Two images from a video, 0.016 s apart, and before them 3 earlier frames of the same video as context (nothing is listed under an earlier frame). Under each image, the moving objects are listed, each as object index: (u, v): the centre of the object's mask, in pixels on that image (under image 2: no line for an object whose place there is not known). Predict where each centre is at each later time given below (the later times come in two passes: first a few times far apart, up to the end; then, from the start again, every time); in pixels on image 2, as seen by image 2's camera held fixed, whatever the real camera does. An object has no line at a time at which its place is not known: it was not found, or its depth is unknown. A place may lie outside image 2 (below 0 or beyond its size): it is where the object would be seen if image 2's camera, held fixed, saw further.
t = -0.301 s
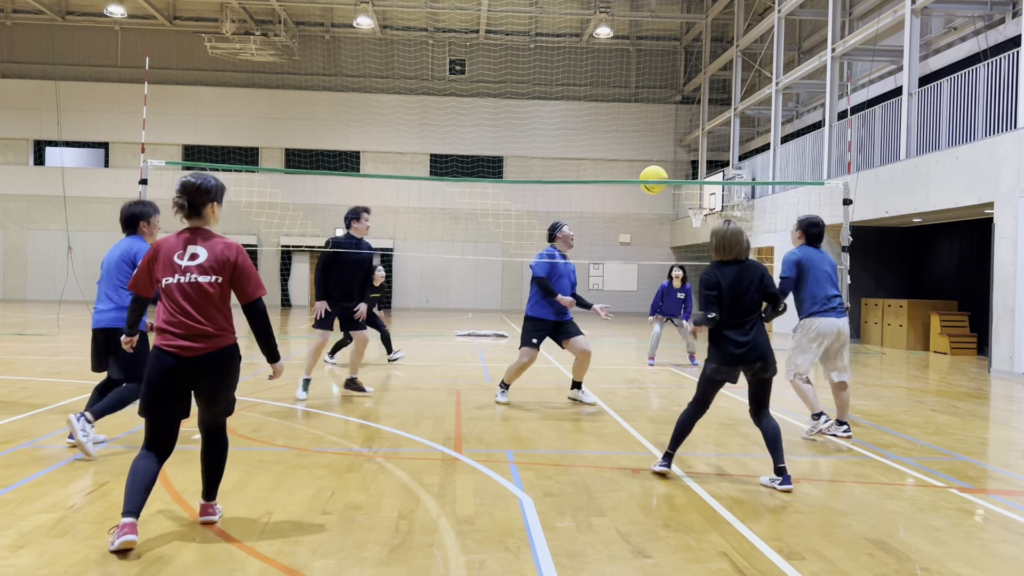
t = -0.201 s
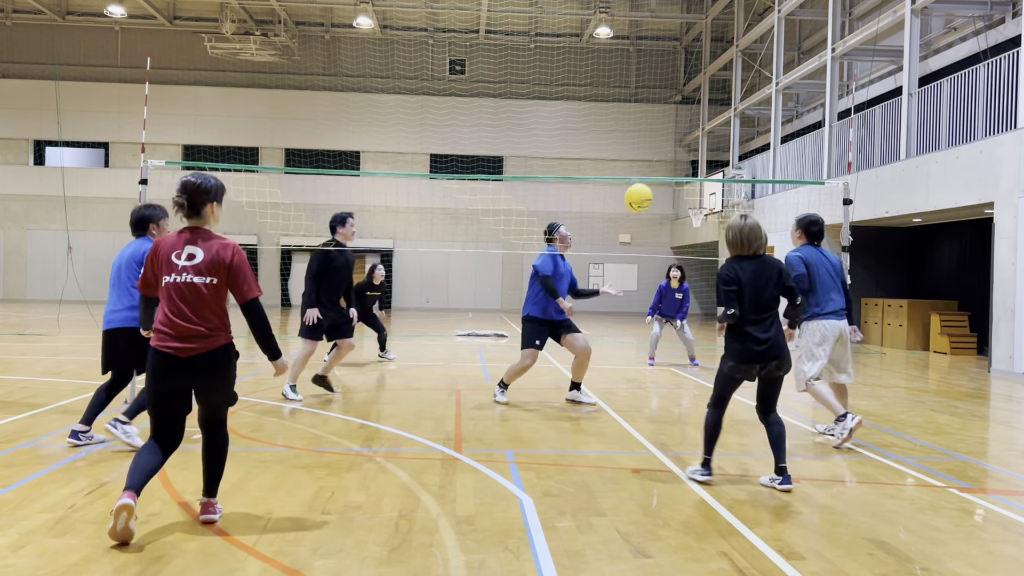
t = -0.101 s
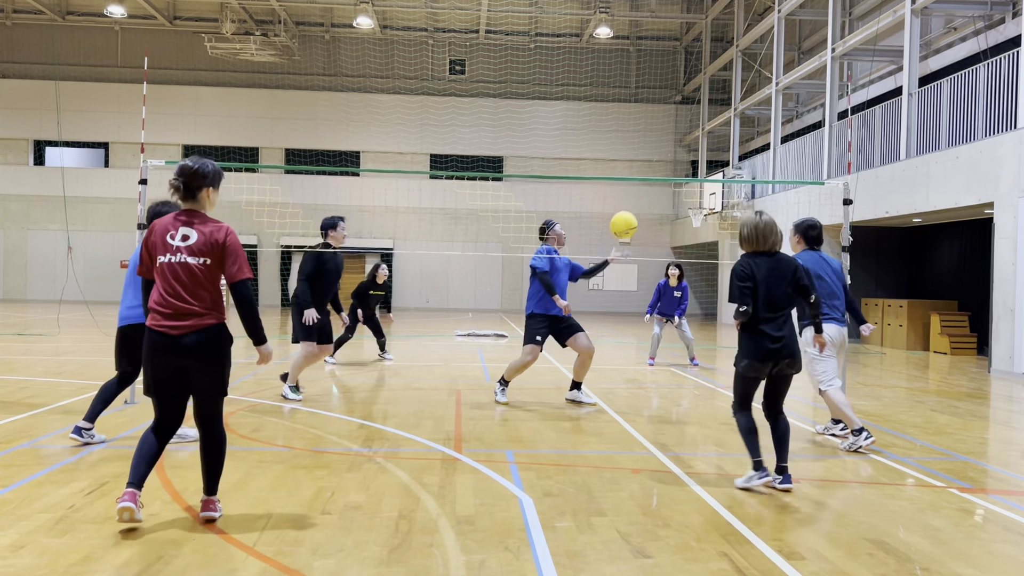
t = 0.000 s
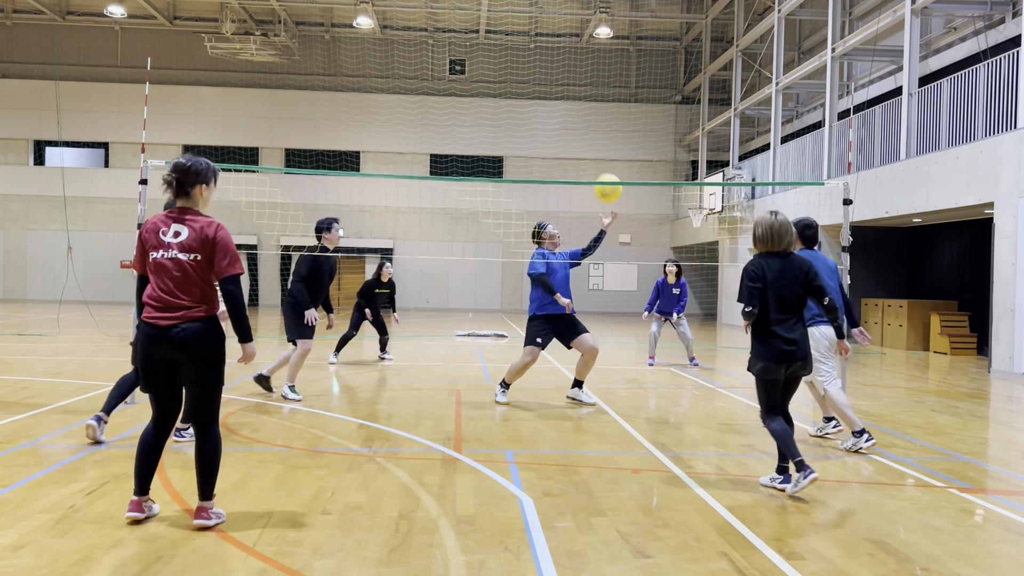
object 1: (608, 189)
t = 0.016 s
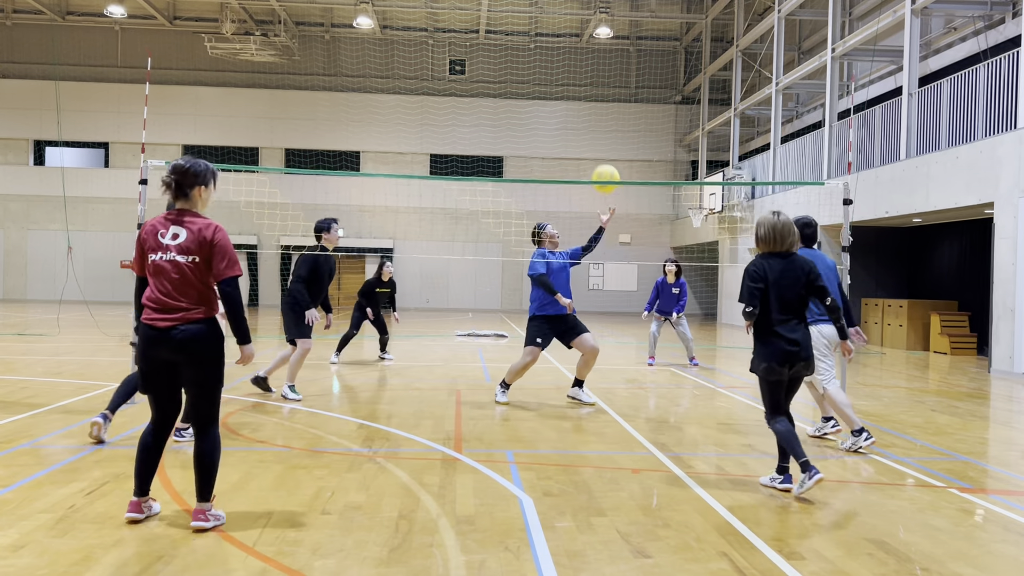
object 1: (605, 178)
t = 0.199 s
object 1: (578, 96)
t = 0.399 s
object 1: (547, 46)
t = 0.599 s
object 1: (518, 37)
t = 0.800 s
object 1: (488, 69)
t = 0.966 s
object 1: (464, 125)
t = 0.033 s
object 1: (603, 168)
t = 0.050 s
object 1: (601, 161)
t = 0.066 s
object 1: (598, 153)
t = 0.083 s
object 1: (595, 144)
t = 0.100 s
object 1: (593, 137)
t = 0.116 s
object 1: (590, 129)
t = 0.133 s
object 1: (588, 122)
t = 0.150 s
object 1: (585, 115)
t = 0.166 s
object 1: (583, 108)
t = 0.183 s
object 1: (580, 102)
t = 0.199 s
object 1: (578, 96)
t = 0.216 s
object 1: (575, 90)
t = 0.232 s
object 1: (572, 84)
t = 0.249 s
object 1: (570, 79)
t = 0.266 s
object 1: (567, 74)
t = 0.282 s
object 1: (565, 70)
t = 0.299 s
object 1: (562, 65)
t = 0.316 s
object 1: (560, 61)
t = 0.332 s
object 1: (557, 58)
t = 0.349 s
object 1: (555, 54)
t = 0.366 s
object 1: (552, 51)
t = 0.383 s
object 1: (550, 48)
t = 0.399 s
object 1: (547, 46)
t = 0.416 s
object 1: (545, 44)
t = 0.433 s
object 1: (543, 41)
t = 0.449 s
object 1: (540, 40)
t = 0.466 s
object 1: (538, 39)
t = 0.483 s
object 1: (535, 37)
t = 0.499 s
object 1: (533, 36)
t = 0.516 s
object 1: (530, 36)
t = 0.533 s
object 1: (528, 36)
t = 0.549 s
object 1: (525, 36)
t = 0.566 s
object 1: (523, 36)
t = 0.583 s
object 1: (521, 36)
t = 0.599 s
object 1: (518, 37)
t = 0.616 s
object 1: (516, 38)
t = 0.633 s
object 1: (513, 40)
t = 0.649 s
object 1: (511, 41)
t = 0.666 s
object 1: (508, 43)
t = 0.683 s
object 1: (506, 45)
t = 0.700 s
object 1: (503, 48)
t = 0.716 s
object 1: (501, 51)
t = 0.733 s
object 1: (498, 54)
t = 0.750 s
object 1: (496, 57)
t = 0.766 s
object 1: (493, 61)
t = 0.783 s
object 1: (491, 65)
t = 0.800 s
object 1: (488, 69)
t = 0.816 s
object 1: (486, 73)
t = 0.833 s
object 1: (483, 78)
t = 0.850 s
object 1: (481, 83)
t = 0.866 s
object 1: (478, 88)
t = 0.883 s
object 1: (476, 94)
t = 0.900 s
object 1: (474, 99)
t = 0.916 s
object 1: (471, 105)
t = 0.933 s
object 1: (469, 112)
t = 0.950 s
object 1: (467, 118)
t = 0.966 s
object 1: (464, 125)
